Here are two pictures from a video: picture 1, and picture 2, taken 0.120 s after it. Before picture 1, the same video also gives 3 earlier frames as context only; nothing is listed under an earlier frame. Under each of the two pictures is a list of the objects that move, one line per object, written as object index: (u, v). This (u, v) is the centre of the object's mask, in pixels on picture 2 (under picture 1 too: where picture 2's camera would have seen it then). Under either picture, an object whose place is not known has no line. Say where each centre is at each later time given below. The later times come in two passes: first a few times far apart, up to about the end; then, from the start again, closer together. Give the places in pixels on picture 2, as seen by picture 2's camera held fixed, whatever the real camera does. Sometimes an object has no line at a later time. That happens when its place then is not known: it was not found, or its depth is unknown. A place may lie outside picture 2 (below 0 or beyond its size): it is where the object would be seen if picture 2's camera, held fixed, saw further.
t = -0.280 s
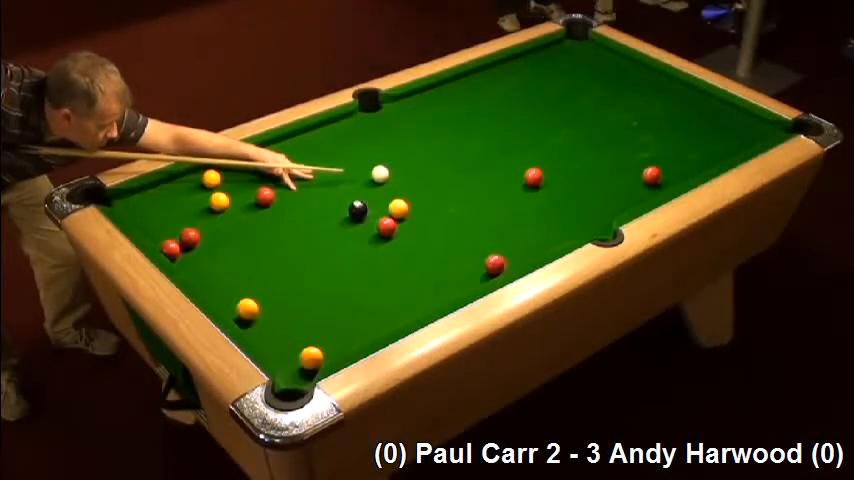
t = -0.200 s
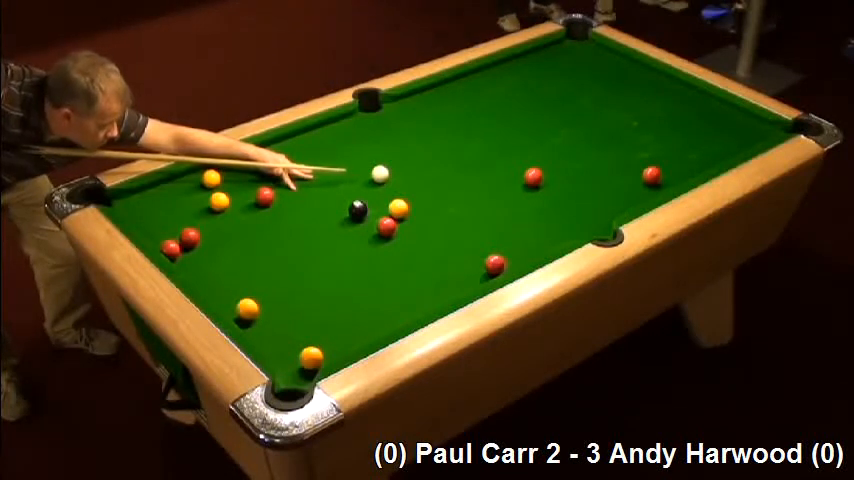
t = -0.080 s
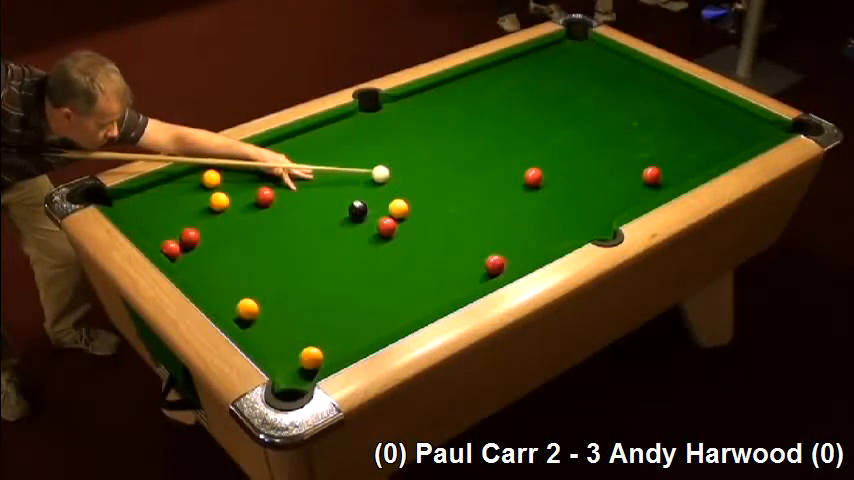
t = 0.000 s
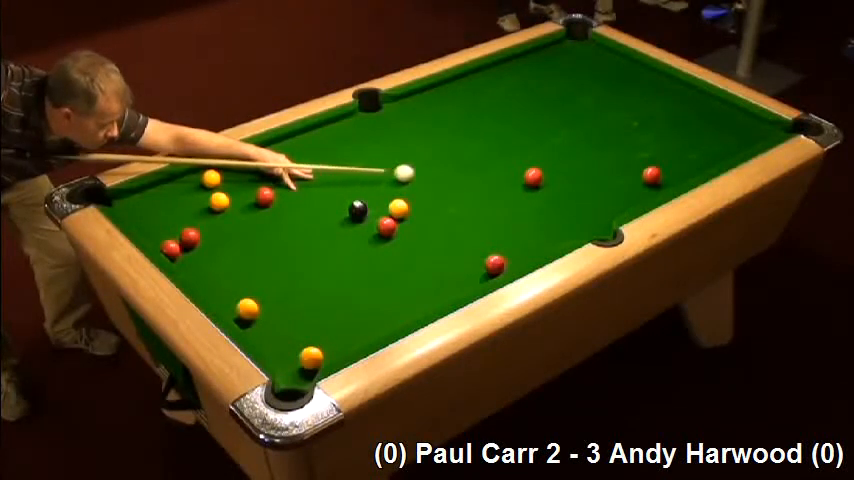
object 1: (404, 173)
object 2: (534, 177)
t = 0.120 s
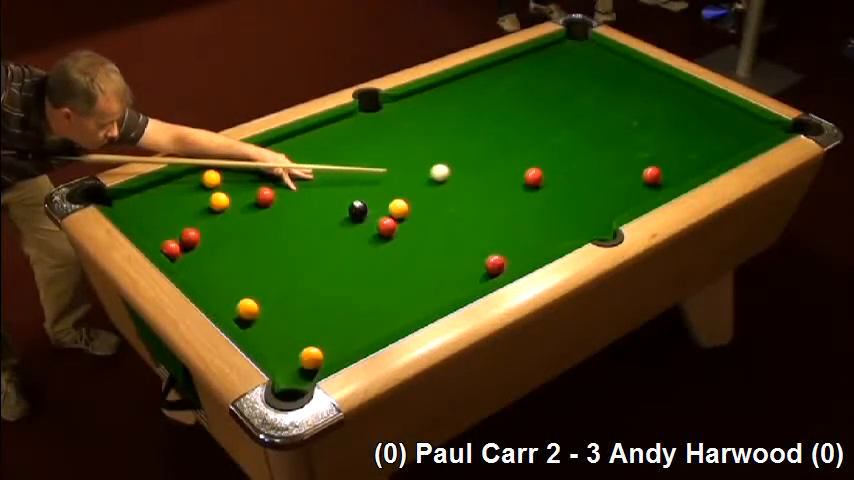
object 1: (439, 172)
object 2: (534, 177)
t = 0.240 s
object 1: (475, 172)
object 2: (534, 177)
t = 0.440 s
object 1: (525, 167)
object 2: (538, 179)
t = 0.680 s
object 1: (563, 155)
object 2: (559, 188)
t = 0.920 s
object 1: (597, 143)
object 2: (578, 196)
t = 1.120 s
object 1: (623, 134)
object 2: (592, 203)
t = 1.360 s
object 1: (652, 125)
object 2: (608, 210)
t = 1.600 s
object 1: (679, 116)
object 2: (611, 209)
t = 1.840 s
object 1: (703, 108)
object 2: (606, 206)
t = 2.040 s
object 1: (721, 103)
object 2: (602, 202)
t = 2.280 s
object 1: (710, 109)
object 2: (599, 199)
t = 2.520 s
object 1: (701, 116)
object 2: (598, 197)
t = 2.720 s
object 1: (693, 121)
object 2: (597, 196)
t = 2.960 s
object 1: (686, 127)
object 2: (597, 196)
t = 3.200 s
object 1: (679, 132)
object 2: (597, 196)
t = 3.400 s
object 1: (675, 136)
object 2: (597, 196)
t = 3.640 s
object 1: (670, 140)
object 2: (597, 196)
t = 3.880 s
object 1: (666, 143)
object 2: (597, 196)
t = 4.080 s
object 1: (664, 145)
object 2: (597, 196)
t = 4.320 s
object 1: (662, 146)
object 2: (597, 196)
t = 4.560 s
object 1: (661, 147)
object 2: (597, 196)
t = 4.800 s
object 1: (661, 147)
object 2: (597, 196)
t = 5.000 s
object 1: (661, 147)
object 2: (597, 196)
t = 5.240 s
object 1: (661, 147)
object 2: (597, 196)
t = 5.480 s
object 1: (661, 147)
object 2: (597, 196)
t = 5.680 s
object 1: (661, 147)
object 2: (597, 196)
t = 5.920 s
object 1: (661, 147)
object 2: (597, 196)
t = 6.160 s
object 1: (661, 147)
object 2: (597, 196)
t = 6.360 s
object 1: (661, 147)
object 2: (597, 196)
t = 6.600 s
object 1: (661, 147)
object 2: (597, 196)
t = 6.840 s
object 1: (661, 147)
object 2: (597, 196)
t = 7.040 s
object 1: (661, 147)
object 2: (597, 196)
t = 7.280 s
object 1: (661, 147)
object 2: (597, 196)
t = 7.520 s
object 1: (661, 147)
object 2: (597, 196)
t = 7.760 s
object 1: (661, 147)
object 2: (597, 196)
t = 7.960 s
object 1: (661, 147)
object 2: (597, 196)
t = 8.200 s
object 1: (661, 147)
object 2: (597, 196)
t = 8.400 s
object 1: (661, 147)
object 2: (597, 196)
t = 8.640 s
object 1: (661, 147)
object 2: (597, 196)
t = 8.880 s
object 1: (661, 147)
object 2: (597, 196)
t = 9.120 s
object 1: (661, 147)
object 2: (597, 196)
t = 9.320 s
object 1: (661, 147)
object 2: (597, 196)
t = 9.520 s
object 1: (661, 147)
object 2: (597, 196)
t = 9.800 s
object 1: (661, 147)
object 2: (597, 196)
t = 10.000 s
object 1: (661, 147)
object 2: (597, 196)
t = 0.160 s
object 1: (451, 172)
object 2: (534, 177)
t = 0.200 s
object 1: (463, 172)
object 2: (534, 177)
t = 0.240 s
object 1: (475, 172)
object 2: (534, 177)
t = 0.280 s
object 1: (486, 171)
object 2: (534, 177)
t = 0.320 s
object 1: (498, 171)
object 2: (534, 177)
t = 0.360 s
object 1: (509, 171)
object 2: (534, 177)
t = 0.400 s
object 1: (519, 170)
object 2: (535, 177)
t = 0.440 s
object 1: (525, 167)
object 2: (538, 179)
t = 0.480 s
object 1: (532, 165)
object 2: (542, 181)
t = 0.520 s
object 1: (538, 163)
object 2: (546, 182)
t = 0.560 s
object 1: (545, 161)
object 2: (549, 183)
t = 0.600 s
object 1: (551, 159)
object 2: (552, 185)
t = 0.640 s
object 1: (557, 157)
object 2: (556, 186)
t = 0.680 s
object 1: (563, 155)
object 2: (559, 188)
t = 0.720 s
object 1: (569, 153)
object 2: (562, 189)
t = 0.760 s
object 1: (575, 151)
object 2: (565, 191)
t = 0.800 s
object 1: (580, 149)
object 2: (569, 192)
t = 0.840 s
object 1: (586, 147)
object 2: (572, 194)
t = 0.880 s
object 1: (591, 145)
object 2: (575, 195)
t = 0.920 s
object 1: (597, 143)
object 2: (578, 196)
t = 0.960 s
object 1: (603, 141)
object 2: (581, 198)
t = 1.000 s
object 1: (608, 140)
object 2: (584, 199)
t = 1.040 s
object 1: (613, 138)
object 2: (587, 200)
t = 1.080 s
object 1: (618, 136)
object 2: (590, 202)
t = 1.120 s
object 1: (623, 134)
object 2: (592, 203)
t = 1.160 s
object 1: (628, 133)
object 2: (595, 204)
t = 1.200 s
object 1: (633, 131)
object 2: (598, 206)
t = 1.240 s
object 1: (638, 129)
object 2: (600, 206)
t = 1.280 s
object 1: (643, 128)
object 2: (604, 208)
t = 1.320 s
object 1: (648, 126)
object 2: (606, 208)
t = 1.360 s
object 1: (652, 125)
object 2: (608, 210)
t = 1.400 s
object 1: (657, 123)
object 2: (611, 210)
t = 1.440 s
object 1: (661, 122)
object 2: (613, 211)
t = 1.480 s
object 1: (666, 120)
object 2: (614, 211)
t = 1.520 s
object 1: (670, 119)
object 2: (613, 210)
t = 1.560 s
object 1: (675, 117)
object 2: (612, 210)
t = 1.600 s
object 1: (679, 116)
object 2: (611, 209)
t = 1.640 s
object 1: (683, 115)
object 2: (610, 208)
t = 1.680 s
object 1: (687, 113)
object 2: (609, 208)
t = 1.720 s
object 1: (691, 112)
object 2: (608, 208)
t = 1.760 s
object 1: (695, 111)
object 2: (608, 207)
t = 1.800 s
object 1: (699, 109)
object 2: (607, 206)
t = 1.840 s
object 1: (703, 108)
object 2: (606, 206)
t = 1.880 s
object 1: (706, 107)
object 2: (605, 205)
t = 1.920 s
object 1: (710, 106)
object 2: (604, 204)
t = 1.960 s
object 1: (714, 105)
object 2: (604, 203)
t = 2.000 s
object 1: (718, 103)
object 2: (603, 203)
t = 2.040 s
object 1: (721, 103)
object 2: (602, 202)
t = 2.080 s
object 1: (719, 104)
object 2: (602, 201)
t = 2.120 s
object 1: (717, 105)
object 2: (601, 200)
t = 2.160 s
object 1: (716, 106)
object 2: (600, 200)
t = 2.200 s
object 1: (714, 107)
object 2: (600, 200)
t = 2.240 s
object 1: (712, 108)
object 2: (599, 199)
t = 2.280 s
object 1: (710, 109)
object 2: (599, 199)
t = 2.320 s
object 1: (709, 110)
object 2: (599, 198)
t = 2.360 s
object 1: (707, 112)
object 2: (599, 198)
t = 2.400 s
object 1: (705, 113)
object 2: (599, 198)
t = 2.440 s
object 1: (704, 114)
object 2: (598, 198)
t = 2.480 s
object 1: (702, 115)
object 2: (598, 197)
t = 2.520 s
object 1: (701, 116)
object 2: (598, 197)
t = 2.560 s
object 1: (699, 117)
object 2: (598, 197)
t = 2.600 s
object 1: (698, 118)
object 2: (598, 197)
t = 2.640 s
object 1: (696, 119)
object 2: (598, 196)
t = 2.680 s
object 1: (695, 120)
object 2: (597, 196)
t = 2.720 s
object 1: (693, 121)
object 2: (597, 196)
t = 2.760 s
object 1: (692, 122)
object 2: (597, 196)
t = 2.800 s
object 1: (691, 123)
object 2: (597, 196)
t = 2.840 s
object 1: (689, 124)
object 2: (597, 196)
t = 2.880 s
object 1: (688, 125)
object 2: (597, 196)
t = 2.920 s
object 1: (687, 126)
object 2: (597, 196)
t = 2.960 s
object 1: (686, 127)
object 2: (597, 196)
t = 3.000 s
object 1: (685, 128)
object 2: (597, 196)
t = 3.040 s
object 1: (683, 128)
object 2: (597, 196)
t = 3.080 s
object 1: (683, 129)
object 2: (597, 196)
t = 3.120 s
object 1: (681, 130)
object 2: (597, 196)
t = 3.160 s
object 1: (680, 131)
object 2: (597, 196)
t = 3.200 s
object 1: (679, 132)
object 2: (597, 196)
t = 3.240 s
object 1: (678, 133)
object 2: (597, 196)
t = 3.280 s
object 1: (677, 133)
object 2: (597, 196)
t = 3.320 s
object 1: (676, 134)
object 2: (597, 196)
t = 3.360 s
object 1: (675, 135)
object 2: (597, 196)
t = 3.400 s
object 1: (675, 136)
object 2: (597, 196)
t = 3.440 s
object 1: (674, 136)
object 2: (597, 196)
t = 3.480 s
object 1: (673, 137)
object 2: (597, 196)
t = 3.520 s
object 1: (672, 138)
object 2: (597, 196)
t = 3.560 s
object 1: (671, 138)
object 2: (597, 196)
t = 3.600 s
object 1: (671, 139)
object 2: (597, 196)
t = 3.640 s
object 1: (670, 140)
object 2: (597, 196)
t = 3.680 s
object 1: (669, 140)
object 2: (597, 196)
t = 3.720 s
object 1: (669, 141)
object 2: (597, 196)
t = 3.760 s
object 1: (668, 141)
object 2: (597, 196)
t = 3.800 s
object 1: (667, 142)
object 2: (597, 196)
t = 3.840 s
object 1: (667, 142)
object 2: (597, 196)
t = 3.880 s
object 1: (666, 143)
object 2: (597, 196)
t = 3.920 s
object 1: (666, 143)
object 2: (597, 196)
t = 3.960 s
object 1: (665, 144)
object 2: (597, 196)
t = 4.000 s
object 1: (665, 144)
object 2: (597, 196)
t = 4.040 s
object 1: (665, 145)
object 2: (597, 196)
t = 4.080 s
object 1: (664, 145)
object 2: (597, 196)
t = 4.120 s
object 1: (664, 145)
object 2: (597, 196)
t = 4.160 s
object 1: (663, 146)
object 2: (597, 196)
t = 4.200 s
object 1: (663, 146)
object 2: (597, 196)
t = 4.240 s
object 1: (663, 146)
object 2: (597, 196)
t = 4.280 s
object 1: (662, 146)
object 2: (597, 196)
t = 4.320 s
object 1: (662, 146)
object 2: (597, 196)
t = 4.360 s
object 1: (662, 146)
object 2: (597, 196)
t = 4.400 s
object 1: (661, 146)
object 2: (597, 196)
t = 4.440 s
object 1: (661, 147)
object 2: (597, 196)
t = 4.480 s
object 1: (661, 147)
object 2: (597, 196)
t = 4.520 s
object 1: (661, 147)
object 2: (597, 196)
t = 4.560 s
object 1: (661, 147)
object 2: (597, 196)
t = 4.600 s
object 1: (661, 147)
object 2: (597, 196)
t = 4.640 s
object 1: (661, 147)
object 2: (597, 196)
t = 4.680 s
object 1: (661, 147)
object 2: (597, 196)
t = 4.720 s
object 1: (661, 147)
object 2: (597, 196)
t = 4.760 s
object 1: (661, 147)
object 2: (597, 196)
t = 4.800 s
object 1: (661, 147)
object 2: (597, 196)
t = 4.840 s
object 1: (661, 147)
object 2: (597, 196)
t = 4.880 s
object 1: (661, 147)
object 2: (597, 196)
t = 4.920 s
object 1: (661, 147)
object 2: (597, 196)
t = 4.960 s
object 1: (661, 147)
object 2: (597, 196)
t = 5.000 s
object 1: (661, 147)
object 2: (597, 196)
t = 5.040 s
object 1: (661, 147)
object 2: (597, 196)
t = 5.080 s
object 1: (661, 147)
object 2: (597, 196)
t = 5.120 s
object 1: (661, 147)
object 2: (597, 196)
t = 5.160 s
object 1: (661, 147)
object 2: (597, 196)
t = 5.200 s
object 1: (661, 147)
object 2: (597, 196)
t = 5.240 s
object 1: (661, 147)
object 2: (597, 196)
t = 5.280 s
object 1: (661, 147)
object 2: (597, 196)
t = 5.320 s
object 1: (661, 147)
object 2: (597, 196)
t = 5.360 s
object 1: (661, 147)
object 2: (597, 196)
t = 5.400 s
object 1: (661, 147)
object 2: (597, 196)
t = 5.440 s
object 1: (661, 147)
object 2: (597, 196)
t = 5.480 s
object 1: (661, 147)
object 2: (597, 196)
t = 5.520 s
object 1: (661, 147)
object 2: (597, 196)
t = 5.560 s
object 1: (661, 147)
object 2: (597, 196)
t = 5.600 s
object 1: (661, 147)
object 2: (597, 196)
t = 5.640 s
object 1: (661, 147)
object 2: (597, 196)
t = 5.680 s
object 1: (661, 147)
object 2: (597, 196)
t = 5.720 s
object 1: (661, 147)
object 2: (597, 196)
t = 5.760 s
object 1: (661, 147)
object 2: (597, 196)
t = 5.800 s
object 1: (661, 147)
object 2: (597, 196)
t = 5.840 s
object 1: (661, 147)
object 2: (597, 196)
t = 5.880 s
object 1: (661, 147)
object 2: (597, 196)
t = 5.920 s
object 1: (661, 147)
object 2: (597, 196)
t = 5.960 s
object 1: (661, 147)
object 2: (597, 196)
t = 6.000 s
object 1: (661, 147)
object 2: (597, 196)
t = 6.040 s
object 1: (661, 147)
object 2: (597, 196)
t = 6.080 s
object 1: (661, 147)
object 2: (597, 196)
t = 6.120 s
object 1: (661, 147)
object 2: (597, 196)
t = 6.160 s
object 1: (661, 147)
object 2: (597, 196)
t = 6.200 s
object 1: (661, 147)
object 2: (597, 196)
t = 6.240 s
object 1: (661, 147)
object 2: (597, 196)
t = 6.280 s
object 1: (661, 147)
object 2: (597, 196)
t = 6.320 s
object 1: (661, 147)
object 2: (597, 196)
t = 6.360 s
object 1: (661, 147)
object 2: (597, 196)
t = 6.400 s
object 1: (661, 147)
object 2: (597, 196)
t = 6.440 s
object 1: (661, 147)
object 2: (597, 196)
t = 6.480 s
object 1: (661, 147)
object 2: (597, 196)
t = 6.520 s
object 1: (661, 147)
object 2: (597, 196)
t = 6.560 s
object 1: (661, 147)
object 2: (597, 196)
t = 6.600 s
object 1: (661, 147)
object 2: (597, 196)
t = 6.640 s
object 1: (661, 147)
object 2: (597, 196)
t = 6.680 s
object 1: (661, 147)
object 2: (597, 196)
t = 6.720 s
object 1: (661, 147)
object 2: (597, 196)
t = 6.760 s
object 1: (661, 147)
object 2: (597, 196)
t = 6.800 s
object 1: (661, 147)
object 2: (597, 196)
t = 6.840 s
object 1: (661, 147)
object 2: (597, 196)
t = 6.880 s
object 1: (661, 147)
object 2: (597, 196)
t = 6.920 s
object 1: (661, 147)
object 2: (597, 196)
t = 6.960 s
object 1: (661, 147)
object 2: (597, 196)
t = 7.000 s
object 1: (661, 147)
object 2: (597, 196)
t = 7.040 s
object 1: (661, 147)
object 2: (597, 196)
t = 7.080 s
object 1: (661, 147)
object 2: (597, 196)
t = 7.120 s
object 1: (661, 147)
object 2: (597, 196)
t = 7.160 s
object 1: (661, 147)
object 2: (597, 196)
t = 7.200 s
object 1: (661, 147)
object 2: (597, 196)
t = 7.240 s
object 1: (661, 147)
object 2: (597, 196)
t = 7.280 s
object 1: (661, 147)
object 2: (597, 196)
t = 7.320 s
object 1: (661, 147)
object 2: (597, 196)
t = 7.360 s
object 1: (661, 147)
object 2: (597, 196)
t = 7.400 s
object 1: (661, 147)
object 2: (597, 196)
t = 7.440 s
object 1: (661, 147)
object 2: (597, 196)
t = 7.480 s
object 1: (661, 147)
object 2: (597, 196)
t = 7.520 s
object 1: (661, 147)
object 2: (597, 196)
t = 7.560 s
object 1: (661, 147)
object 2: (597, 196)
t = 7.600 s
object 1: (661, 147)
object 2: (597, 196)
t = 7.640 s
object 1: (661, 147)
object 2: (597, 196)
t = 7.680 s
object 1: (661, 147)
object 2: (597, 196)
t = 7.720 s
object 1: (661, 147)
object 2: (597, 196)
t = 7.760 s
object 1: (661, 147)
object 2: (597, 196)
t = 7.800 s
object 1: (661, 147)
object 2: (597, 196)
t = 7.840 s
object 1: (661, 147)
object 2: (597, 196)
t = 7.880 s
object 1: (661, 147)
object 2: (597, 196)
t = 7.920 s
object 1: (661, 147)
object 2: (597, 196)
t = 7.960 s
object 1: (661, 147)
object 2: (597, 196)
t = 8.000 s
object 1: (661, 147)
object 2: (597, 196)
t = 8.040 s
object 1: (661, 147)
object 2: (597, 196)
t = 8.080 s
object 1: (661, 147)
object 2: (597, 196)
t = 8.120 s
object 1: (661, 147)
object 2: (597, 196)
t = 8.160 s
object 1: (661, 147)
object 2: (597, 196)
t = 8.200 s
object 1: (661, 147)
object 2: (597, 196)
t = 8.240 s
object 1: (661, 147)
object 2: (597, 196)
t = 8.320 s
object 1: (661, 147)
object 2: (597, 196)
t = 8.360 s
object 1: (661, 147)
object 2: (597, 196)
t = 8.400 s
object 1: (661, 147)
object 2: (597, 196)
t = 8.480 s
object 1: (661, 147)
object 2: (597, 196)
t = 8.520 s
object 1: (661, 147)
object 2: (597, 196)
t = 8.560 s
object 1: (661, 147)
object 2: (597, 196)
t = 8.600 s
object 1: (661, 147)
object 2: (597, 196)
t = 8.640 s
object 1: (661, 147)
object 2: (597, 196)
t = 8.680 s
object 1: (661, 147)
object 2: (597, 196)
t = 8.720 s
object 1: (661, 147)
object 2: (597, 196)
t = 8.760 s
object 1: (661, 147)
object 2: (597, 196)
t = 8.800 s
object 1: (661, 147)
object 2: (597, 196)
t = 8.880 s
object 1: (661, 147)
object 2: (597, 196)
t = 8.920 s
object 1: (661, 147)
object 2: (597, 196)
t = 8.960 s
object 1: (661, 147)
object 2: (597, 196)
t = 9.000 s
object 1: (661, 147)
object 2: (597, 196)
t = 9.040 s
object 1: (661, 147)
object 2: (597, 196)
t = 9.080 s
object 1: (661, 147)
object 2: (597, 196)
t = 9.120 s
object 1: (661, 147)
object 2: (597, 196)
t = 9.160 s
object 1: (661, 147)
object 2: (597, 196)
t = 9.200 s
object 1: (661, 147)
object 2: (597, 196)
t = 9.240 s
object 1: (661, 147)
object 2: (597, 196)
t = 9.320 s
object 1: (661, 147)
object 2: (597, 196)
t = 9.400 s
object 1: (661, 147)
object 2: (597, 196)
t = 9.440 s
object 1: (661, 147)
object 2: (597, 196)
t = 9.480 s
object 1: (661, 147)
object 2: (597, 196)
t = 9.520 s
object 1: (661, 147)
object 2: (597, 196)
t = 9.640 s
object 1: (661, 147)
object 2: (597, 196)
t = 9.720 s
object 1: (661, 147)
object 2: (597, 196)
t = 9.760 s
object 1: (661, 147)
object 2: (597, 196)
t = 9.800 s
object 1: (661, 147)
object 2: (597, 196)
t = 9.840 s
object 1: (661, 147)
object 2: (597, 196)
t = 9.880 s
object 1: (661, 147)
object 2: (597, 196)
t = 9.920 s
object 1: (661, 147)
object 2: (597, 196)
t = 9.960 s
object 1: (661, 147)
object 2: (597, 196)
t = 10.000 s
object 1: (661, 147)
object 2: (597, 196)
